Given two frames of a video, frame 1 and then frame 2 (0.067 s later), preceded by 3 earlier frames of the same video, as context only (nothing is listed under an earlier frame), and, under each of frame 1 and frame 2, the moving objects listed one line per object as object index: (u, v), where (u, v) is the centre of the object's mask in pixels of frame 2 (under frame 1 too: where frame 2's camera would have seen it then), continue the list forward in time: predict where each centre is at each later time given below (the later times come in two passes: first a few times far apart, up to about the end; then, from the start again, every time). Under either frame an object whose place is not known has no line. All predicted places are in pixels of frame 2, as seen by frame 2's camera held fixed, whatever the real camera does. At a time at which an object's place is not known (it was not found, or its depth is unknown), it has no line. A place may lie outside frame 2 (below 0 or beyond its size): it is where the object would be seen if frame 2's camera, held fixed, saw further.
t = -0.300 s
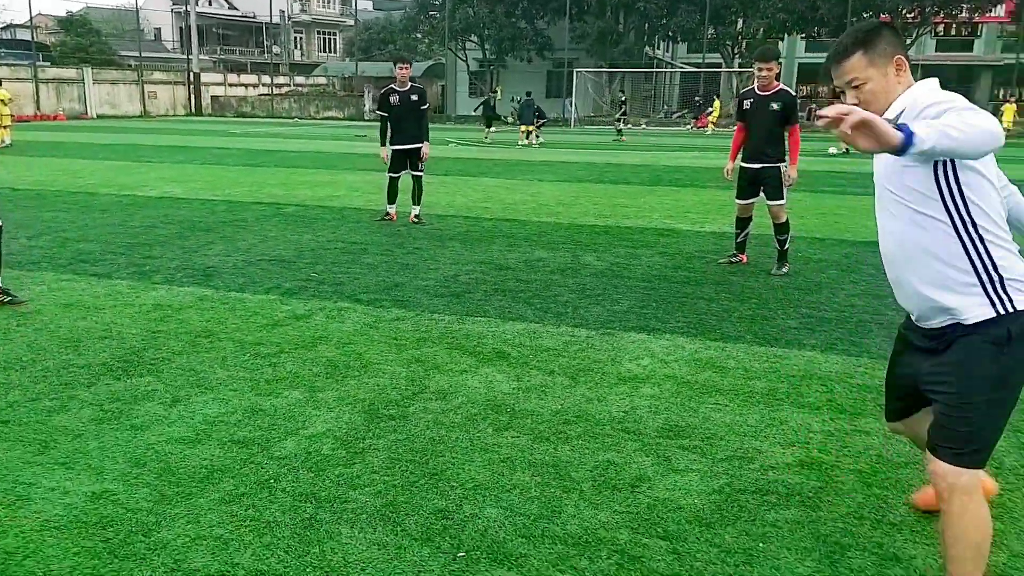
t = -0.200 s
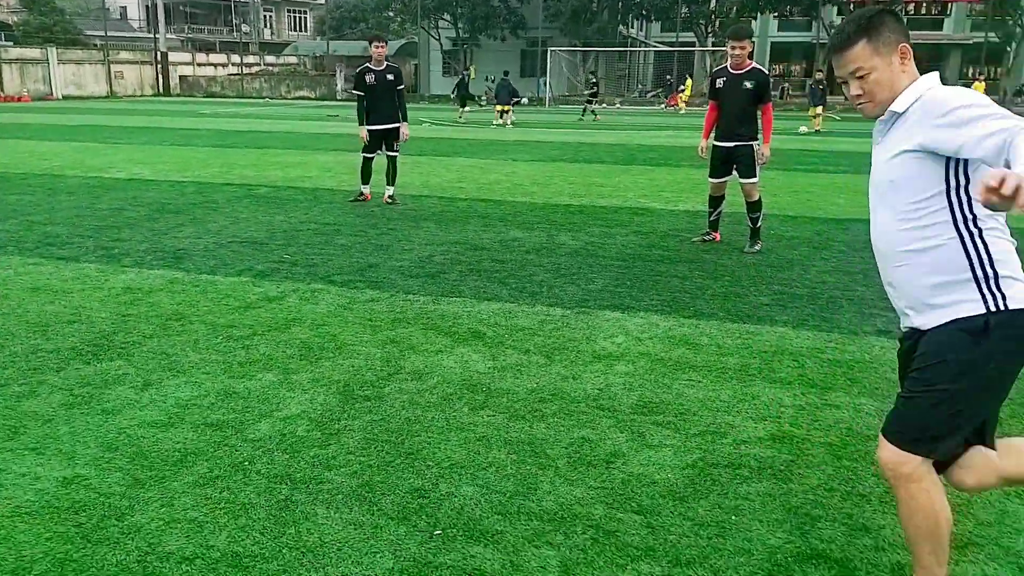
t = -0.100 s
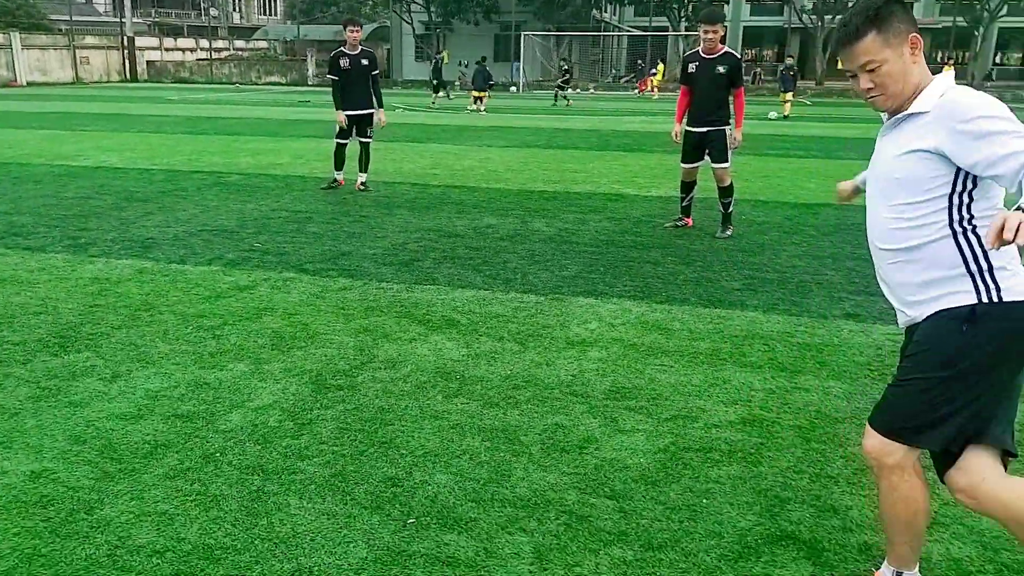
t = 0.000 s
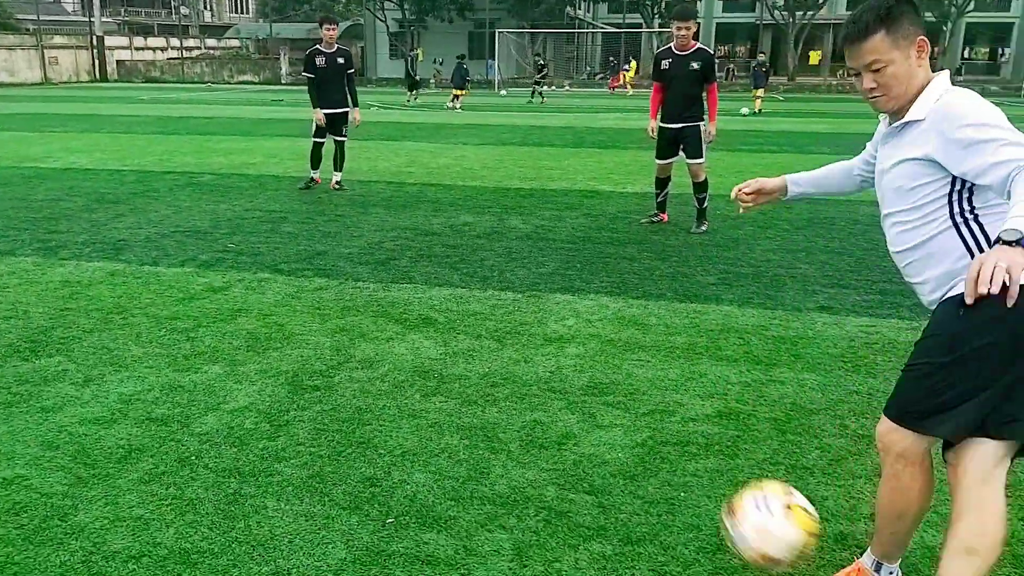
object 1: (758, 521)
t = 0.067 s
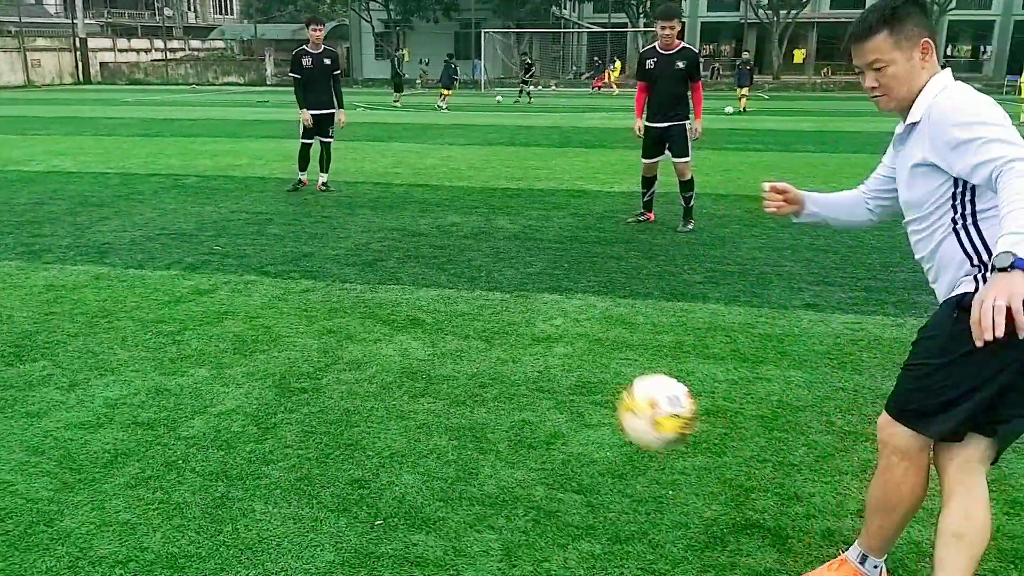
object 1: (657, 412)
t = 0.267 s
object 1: (478, 268)
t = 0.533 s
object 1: (377, 254)
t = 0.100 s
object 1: (616, 372)
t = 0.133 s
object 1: (580, 339)
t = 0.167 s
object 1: (550, 314)
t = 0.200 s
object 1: (523, 294)
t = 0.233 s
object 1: (499, 280)
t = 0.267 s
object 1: (478, 268)
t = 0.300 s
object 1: (459, 261)
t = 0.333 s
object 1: (444, 256)
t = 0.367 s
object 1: (429, 253)
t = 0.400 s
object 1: (415, 253)
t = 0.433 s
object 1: (403, 255)
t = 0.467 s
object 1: (393, 257)
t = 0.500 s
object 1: (383, 263)
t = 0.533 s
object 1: (377, 254)
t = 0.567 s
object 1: (373, 240)
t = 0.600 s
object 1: (370, 228)
